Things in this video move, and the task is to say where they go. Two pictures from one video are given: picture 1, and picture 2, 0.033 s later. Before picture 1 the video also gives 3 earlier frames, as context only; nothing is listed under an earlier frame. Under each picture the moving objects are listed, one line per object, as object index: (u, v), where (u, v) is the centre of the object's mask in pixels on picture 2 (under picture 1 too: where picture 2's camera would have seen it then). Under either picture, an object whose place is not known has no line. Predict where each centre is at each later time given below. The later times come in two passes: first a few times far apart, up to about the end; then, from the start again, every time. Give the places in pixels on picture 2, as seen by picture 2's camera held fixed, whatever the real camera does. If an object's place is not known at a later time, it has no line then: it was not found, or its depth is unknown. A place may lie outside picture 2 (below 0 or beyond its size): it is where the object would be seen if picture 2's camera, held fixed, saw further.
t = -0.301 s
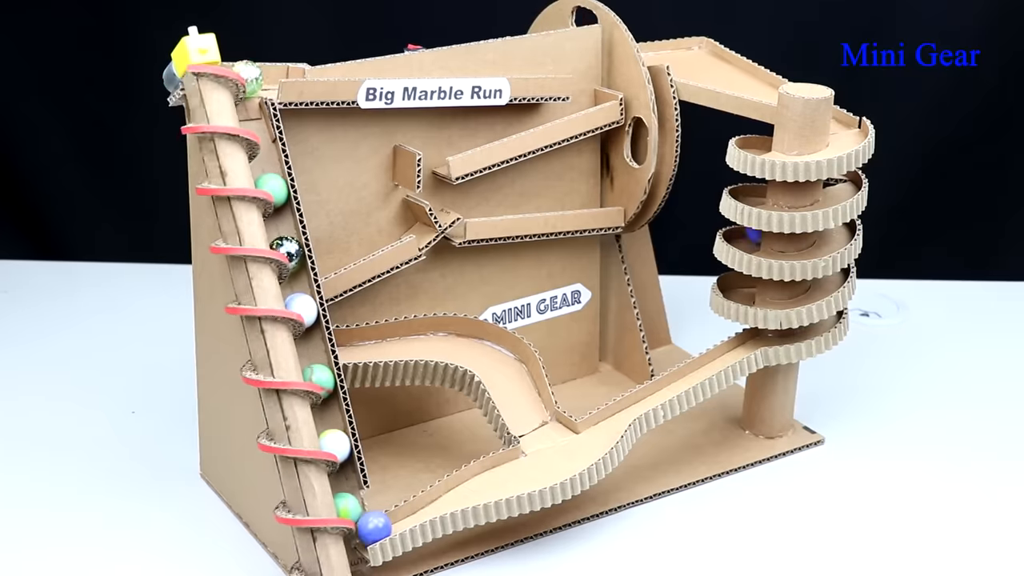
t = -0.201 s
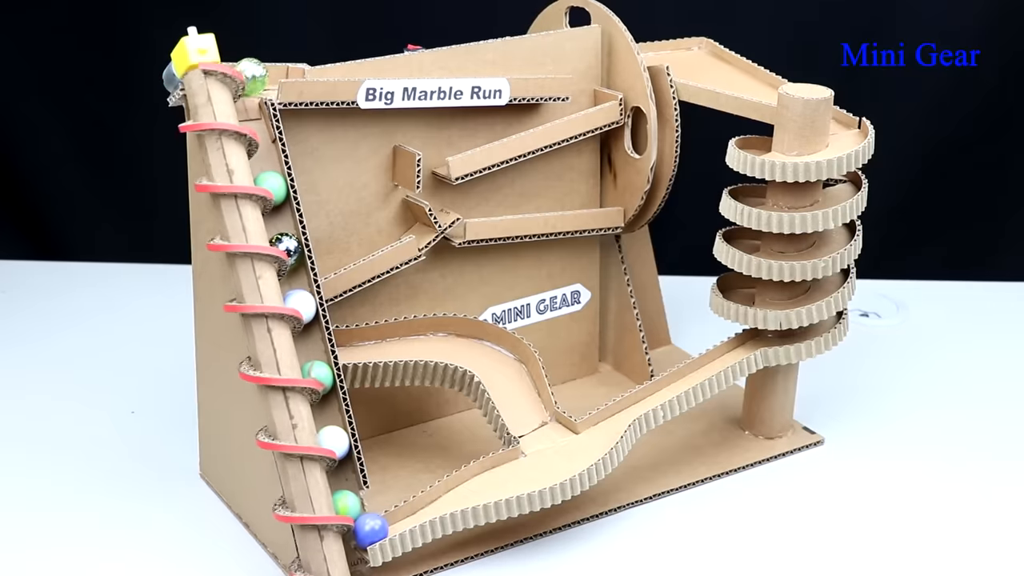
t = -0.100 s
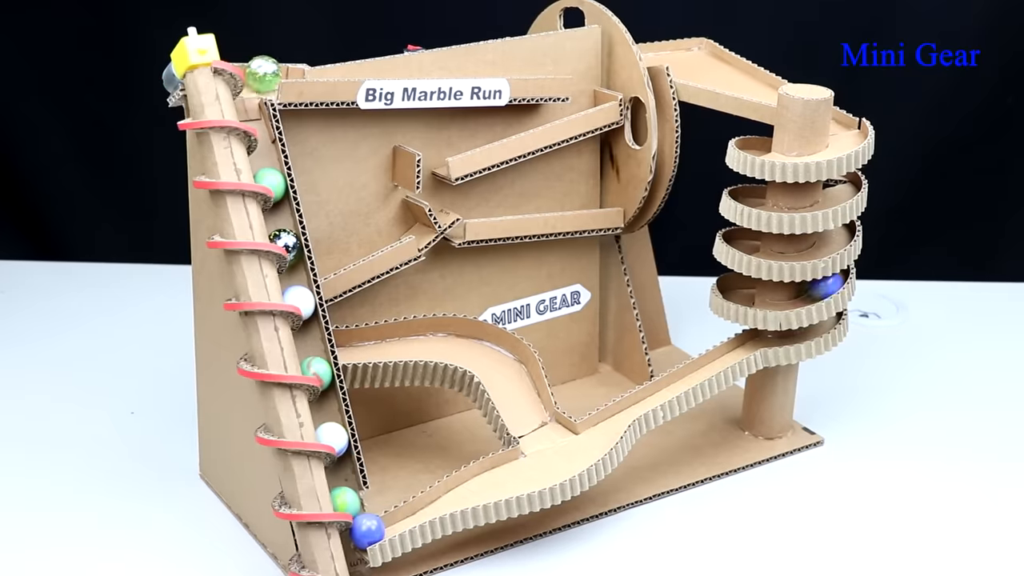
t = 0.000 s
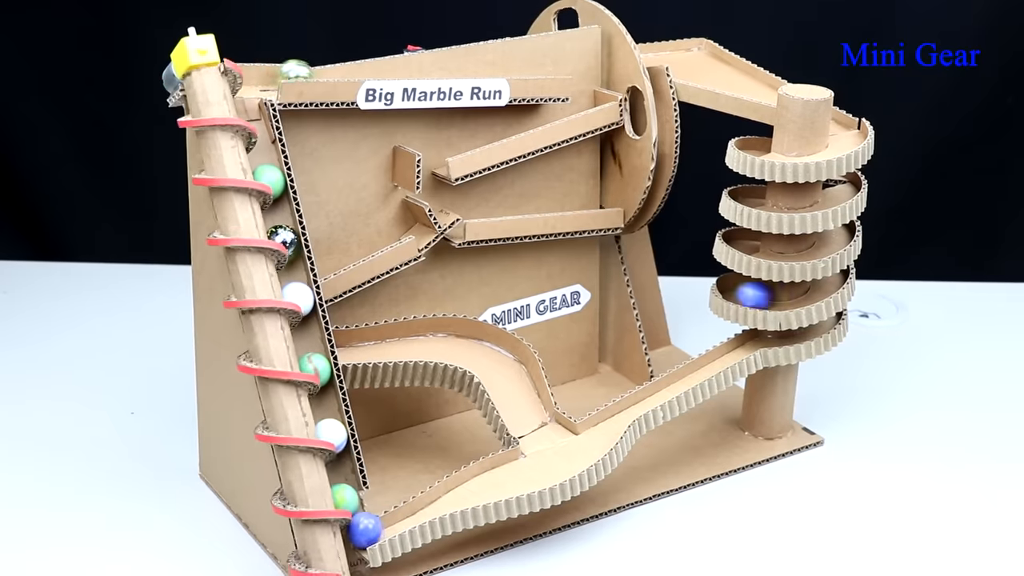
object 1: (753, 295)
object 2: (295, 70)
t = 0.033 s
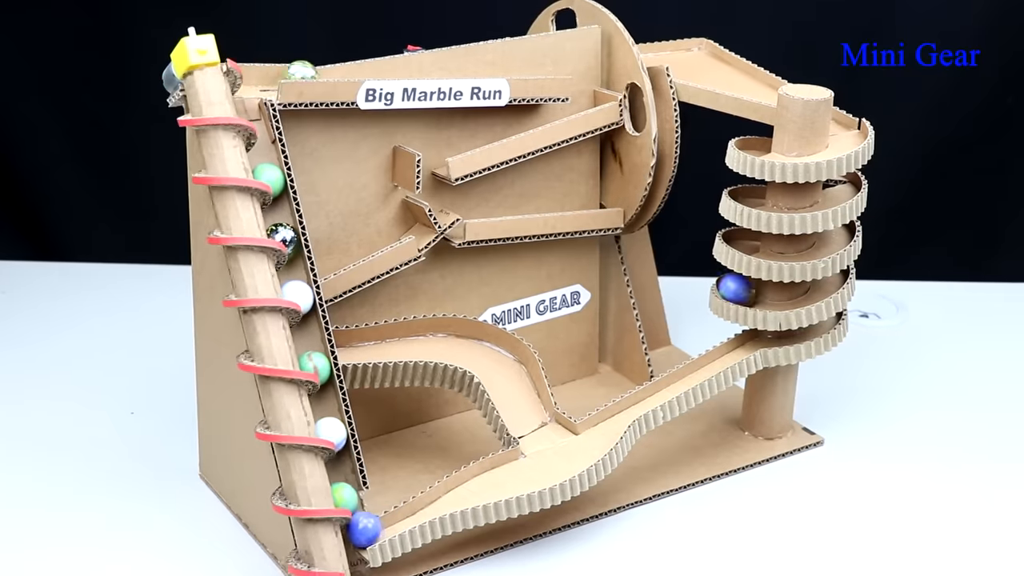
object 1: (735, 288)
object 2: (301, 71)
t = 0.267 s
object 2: (322, 71)
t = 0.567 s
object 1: (737, 345)
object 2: (412, 70)
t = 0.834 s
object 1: (661, 386)
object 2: (549, 70)
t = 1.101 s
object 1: (510, 469)
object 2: (518, 124)
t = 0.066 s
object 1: (731, 283)
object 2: (304, 72)
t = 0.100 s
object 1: (736, 283)
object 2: (305, 71)
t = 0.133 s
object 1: (746, 283)
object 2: (308, 71)
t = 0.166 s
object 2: (310, 71)
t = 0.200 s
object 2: (315, 72)
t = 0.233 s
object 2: (318, 72)
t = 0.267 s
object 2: (322, 71)
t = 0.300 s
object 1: (828, 323)
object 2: (328, 71)
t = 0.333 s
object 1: (813, 331)
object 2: (334, 71)
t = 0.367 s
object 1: (794, 336)
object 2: (343, 71)
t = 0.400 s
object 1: (766, 338)
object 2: (352, 72)
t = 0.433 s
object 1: (749, 339)
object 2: (360, 72)
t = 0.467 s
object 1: (746, 340)
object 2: (373, 71)
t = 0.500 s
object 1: (744, 341)
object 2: (385, 71)
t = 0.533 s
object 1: (741, 342)
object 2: (398, 71)
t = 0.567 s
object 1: (737, 345)
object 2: (412, 70)
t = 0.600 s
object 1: (730, 348)
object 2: (428, 71)
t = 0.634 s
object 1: (723, 352)
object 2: (443, 71)
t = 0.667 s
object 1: (715, 356)
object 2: (459, 71)
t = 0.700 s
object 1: (706, 361)
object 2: (475, 71)
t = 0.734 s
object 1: (697, 367)
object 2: (493, 71)
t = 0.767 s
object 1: (685, 373)
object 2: (512, 70)
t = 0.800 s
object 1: (674, 379)
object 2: (530, 70)
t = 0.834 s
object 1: (661, 386)
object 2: (549, 70)
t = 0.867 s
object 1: (647, 394)
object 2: (571, 76)
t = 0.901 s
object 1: (631, 402)
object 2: (587, 93)
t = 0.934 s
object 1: (614, 412)
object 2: (582, 103)
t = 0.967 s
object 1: (596, 422)
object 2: (567, 108)
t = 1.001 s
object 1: (578, 433)
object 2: (557, 111)
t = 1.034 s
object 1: (558, 444)
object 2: (545, 115)
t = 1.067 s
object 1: (535, 456)
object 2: (532, 119)
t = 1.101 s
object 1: (510, 469)
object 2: (518, 124)
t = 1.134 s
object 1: (484, 483)
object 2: (503, 130)
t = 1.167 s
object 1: (455, 495)
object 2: (487, 136)
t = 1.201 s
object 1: (426, 501)
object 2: (470, 141)
